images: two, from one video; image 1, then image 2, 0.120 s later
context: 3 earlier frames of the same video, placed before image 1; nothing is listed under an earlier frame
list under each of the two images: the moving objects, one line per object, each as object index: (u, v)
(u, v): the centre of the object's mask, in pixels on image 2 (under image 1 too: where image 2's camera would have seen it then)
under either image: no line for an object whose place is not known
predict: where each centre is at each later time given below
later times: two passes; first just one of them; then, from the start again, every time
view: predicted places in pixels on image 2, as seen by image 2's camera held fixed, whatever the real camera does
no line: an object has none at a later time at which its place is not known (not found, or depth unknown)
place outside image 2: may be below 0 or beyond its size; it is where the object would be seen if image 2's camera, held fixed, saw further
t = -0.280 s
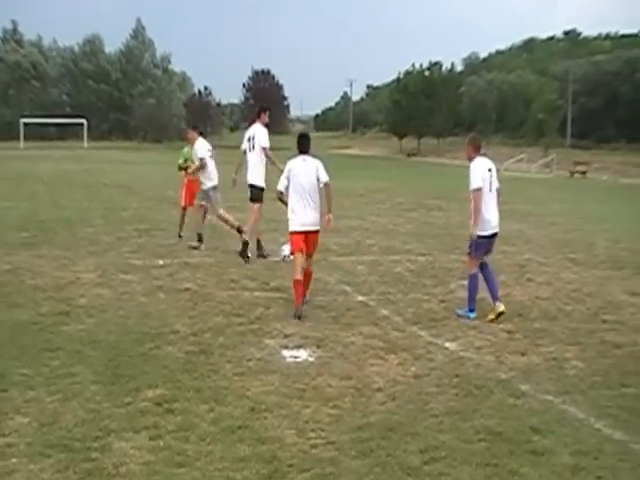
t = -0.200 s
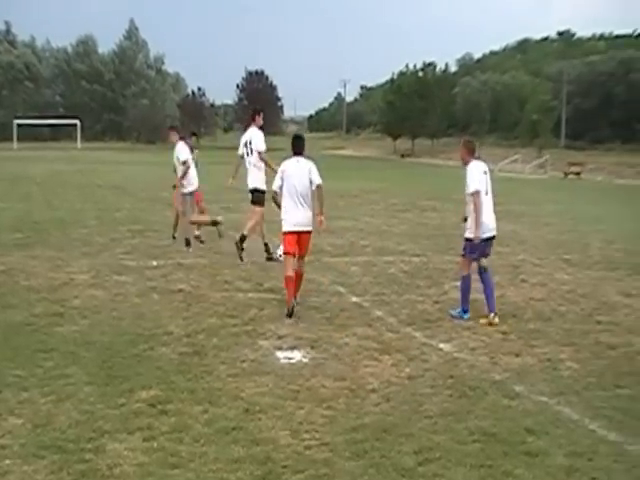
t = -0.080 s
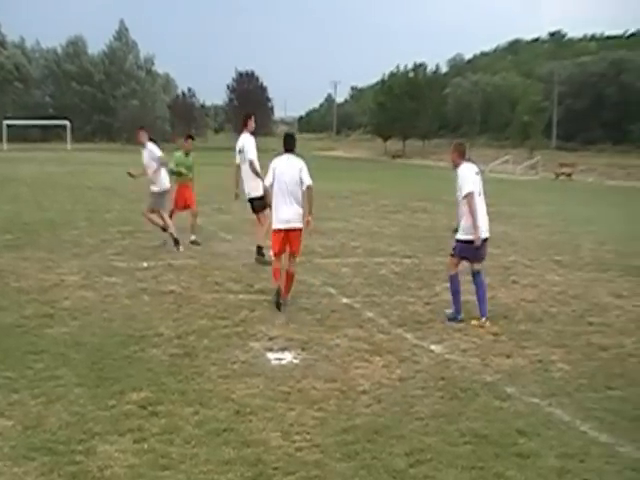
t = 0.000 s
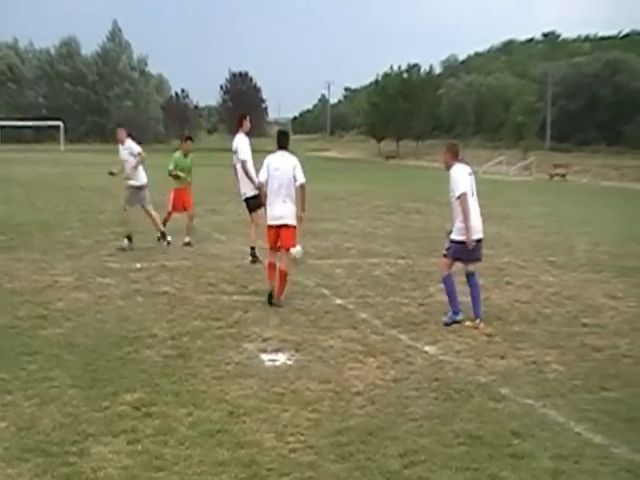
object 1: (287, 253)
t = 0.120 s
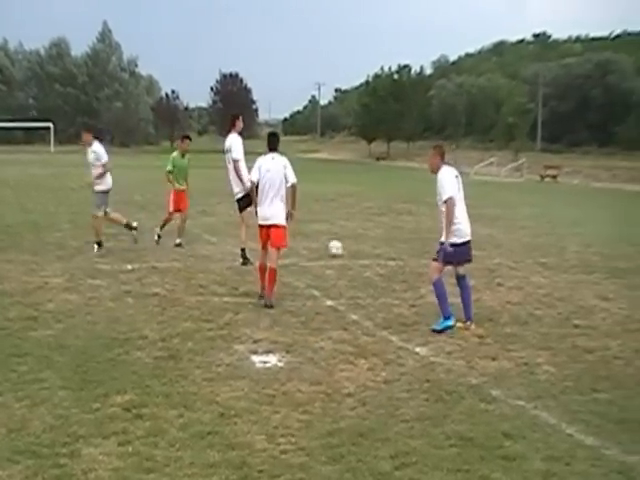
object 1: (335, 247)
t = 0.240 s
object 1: (375, 243)
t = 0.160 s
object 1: (349, 247)
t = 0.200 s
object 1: (362, 246)
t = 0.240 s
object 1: (375, 243)
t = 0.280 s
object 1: (386, 242)
